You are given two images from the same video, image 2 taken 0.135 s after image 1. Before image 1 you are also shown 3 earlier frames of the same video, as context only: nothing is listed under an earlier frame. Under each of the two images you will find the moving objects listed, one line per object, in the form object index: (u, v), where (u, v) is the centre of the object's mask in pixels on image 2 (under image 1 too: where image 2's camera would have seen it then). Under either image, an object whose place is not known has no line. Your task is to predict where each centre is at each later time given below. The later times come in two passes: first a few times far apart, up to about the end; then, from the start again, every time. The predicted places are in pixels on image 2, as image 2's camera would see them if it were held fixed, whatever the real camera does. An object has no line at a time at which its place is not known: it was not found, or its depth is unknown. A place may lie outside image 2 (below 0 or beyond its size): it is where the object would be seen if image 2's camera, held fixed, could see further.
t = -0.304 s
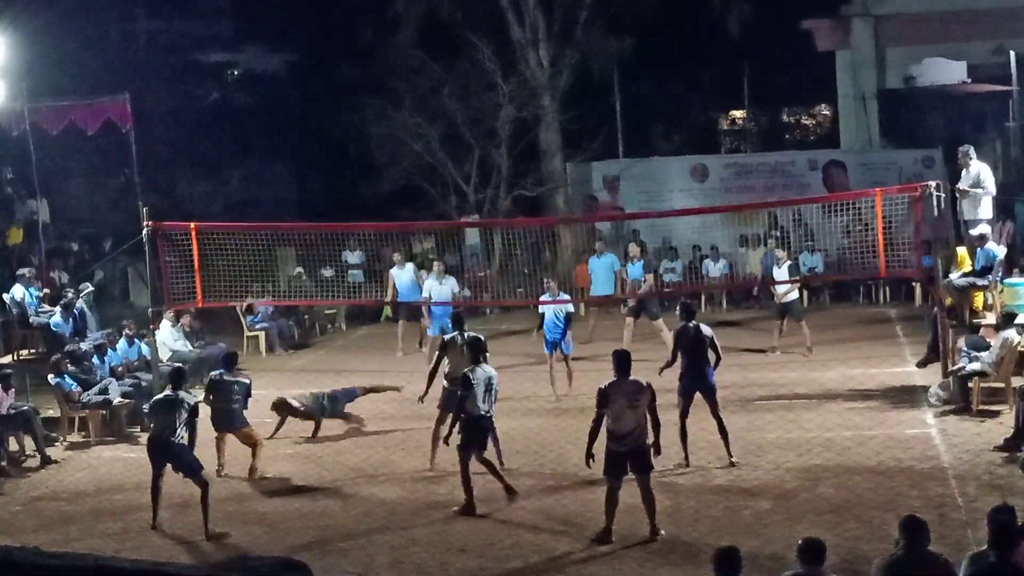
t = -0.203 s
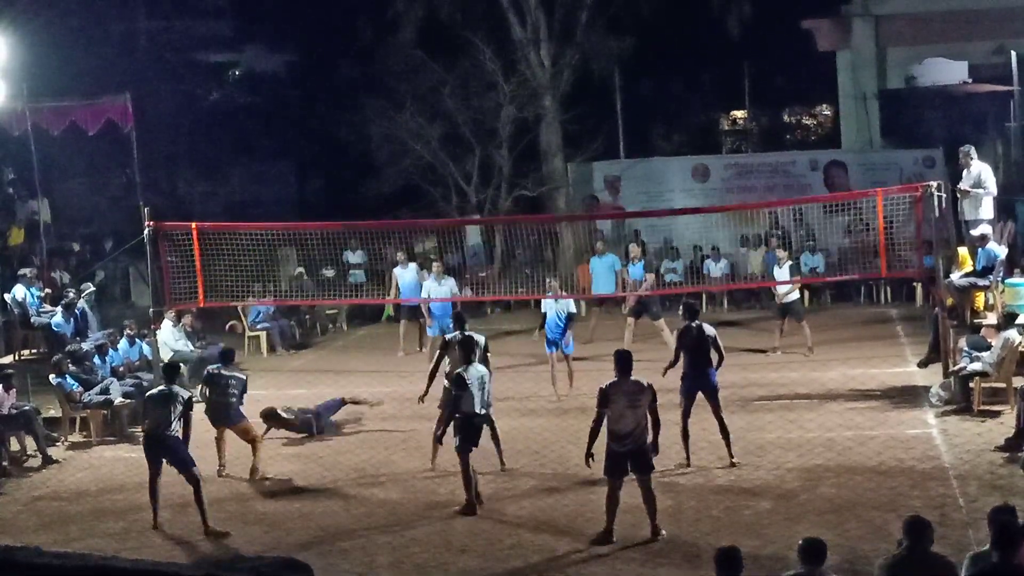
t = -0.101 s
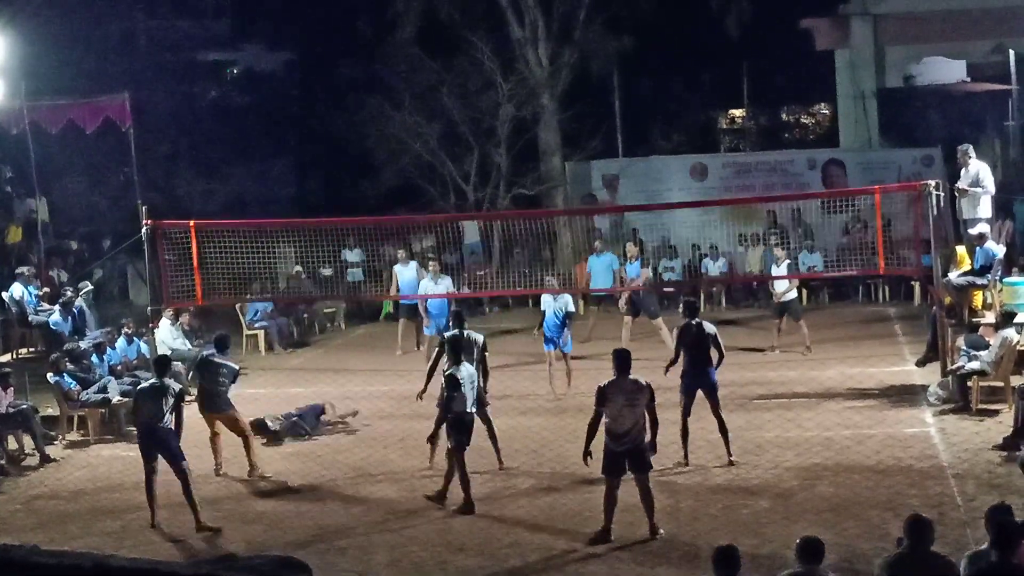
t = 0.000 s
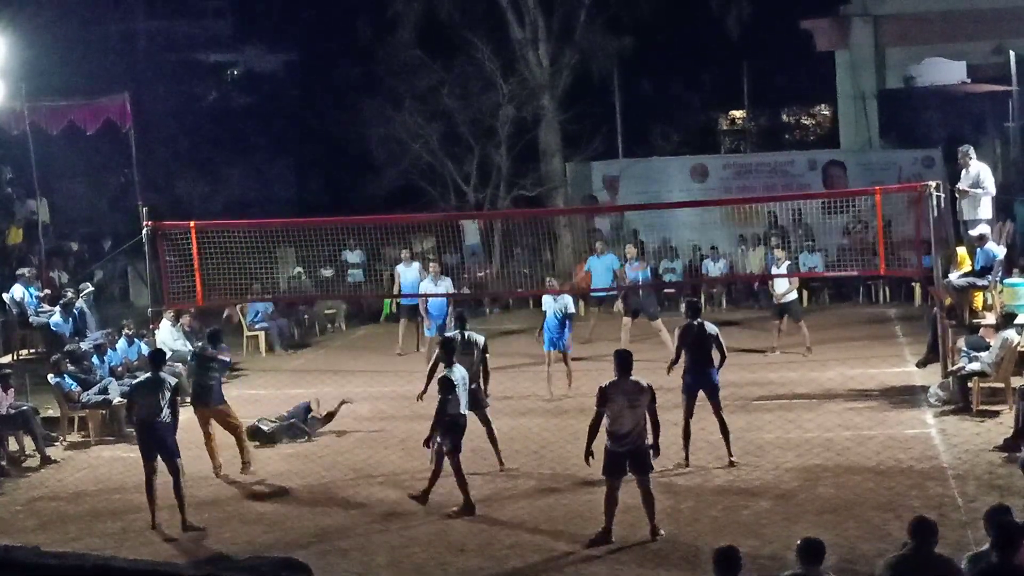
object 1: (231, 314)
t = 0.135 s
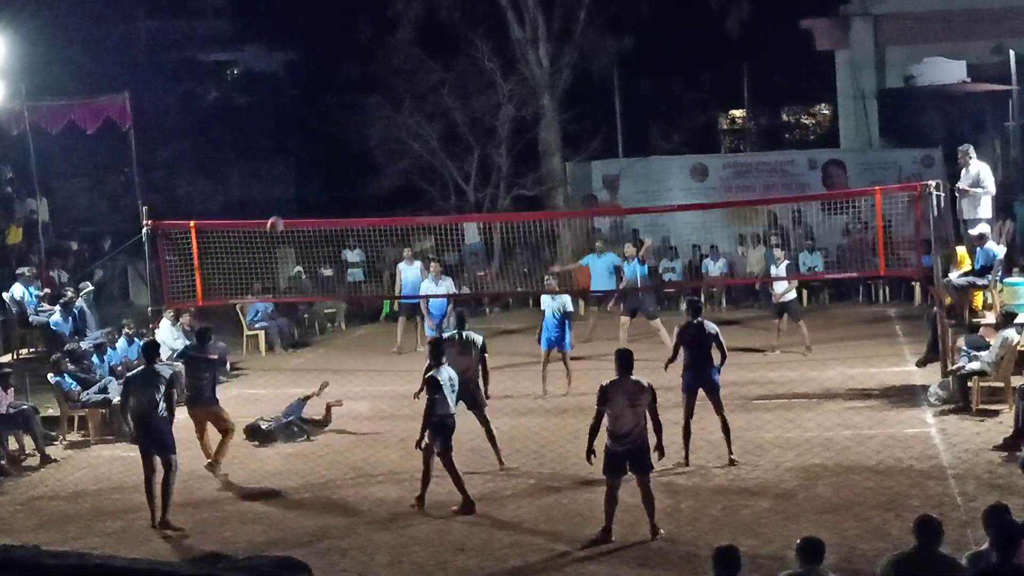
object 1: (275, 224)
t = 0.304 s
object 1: (326, 143)
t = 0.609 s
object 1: (411, 69)
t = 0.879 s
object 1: (480, 68)
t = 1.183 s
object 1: (550, 124)
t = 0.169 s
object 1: (286, 206)
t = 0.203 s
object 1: (296, 188)
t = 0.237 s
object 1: (306, 172)
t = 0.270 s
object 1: (316, 157)
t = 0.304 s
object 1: (326, 143)
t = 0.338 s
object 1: (336, 130)
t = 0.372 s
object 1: (346, 119)
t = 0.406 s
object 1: (356, 108)
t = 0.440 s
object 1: (365, 100)
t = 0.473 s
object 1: (374, 91)
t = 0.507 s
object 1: (384, 84)
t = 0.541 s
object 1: (393, 78)
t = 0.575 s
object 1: (402, 73)
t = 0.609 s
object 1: (411, 69)
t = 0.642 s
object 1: (420, 66)
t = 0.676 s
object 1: (429, 63)
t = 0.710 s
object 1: (437, 62)
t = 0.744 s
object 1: (446, 61)
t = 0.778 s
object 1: (455, 62)
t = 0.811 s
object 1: (463, 63)
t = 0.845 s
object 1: (471, 65)
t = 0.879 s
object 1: (480, 68)
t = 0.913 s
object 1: (488, 71)
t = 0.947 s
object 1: (496, 75)
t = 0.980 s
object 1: (504, 80)
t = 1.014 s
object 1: (511, 86)
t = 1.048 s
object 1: (520, 92)
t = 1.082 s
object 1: (528, 99)
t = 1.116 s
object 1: (535, 107)
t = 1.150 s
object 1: (543, 116)
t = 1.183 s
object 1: (550, 124)
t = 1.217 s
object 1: (558, 134)
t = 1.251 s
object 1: (565, 144)
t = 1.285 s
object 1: (573, 154)
